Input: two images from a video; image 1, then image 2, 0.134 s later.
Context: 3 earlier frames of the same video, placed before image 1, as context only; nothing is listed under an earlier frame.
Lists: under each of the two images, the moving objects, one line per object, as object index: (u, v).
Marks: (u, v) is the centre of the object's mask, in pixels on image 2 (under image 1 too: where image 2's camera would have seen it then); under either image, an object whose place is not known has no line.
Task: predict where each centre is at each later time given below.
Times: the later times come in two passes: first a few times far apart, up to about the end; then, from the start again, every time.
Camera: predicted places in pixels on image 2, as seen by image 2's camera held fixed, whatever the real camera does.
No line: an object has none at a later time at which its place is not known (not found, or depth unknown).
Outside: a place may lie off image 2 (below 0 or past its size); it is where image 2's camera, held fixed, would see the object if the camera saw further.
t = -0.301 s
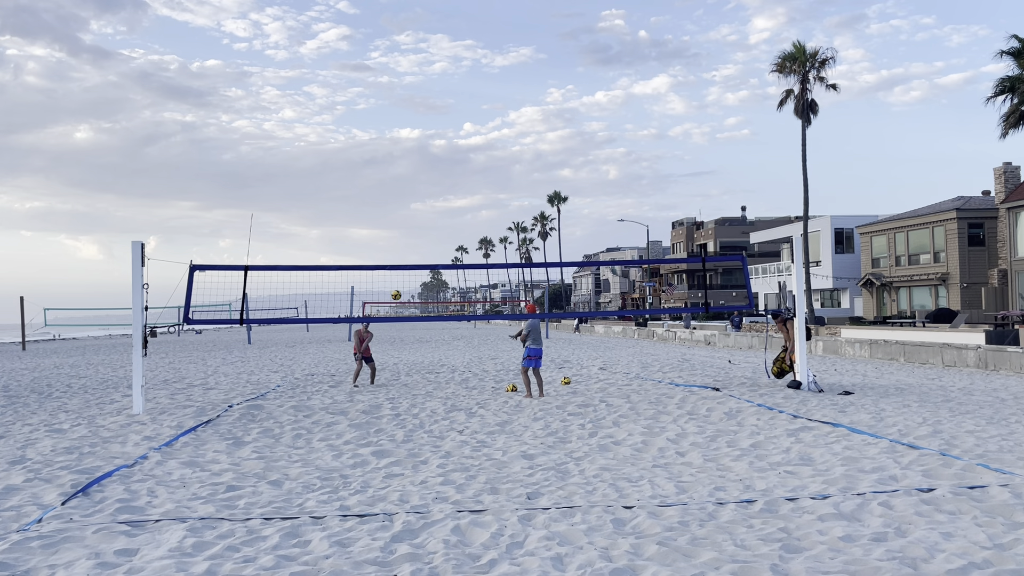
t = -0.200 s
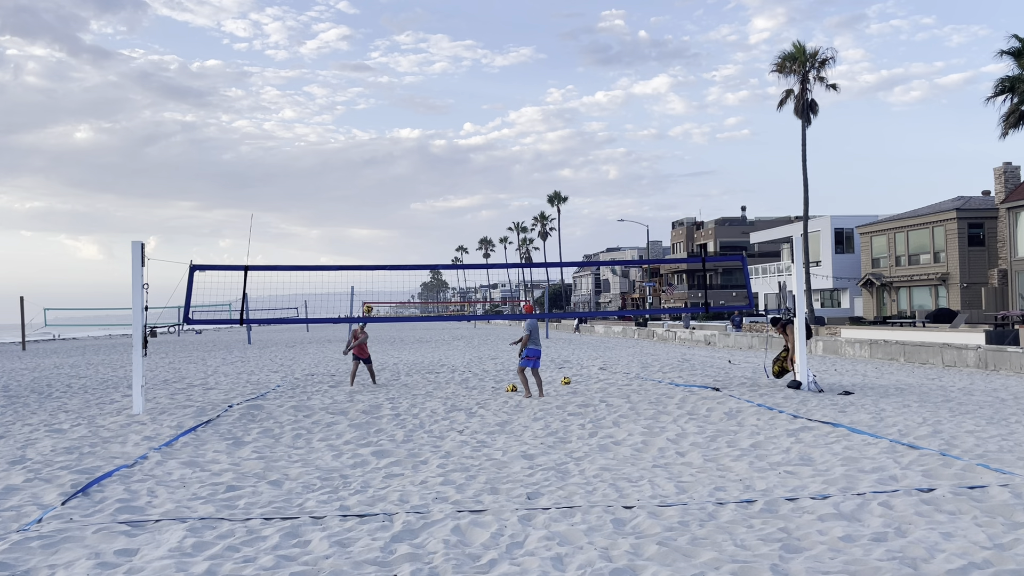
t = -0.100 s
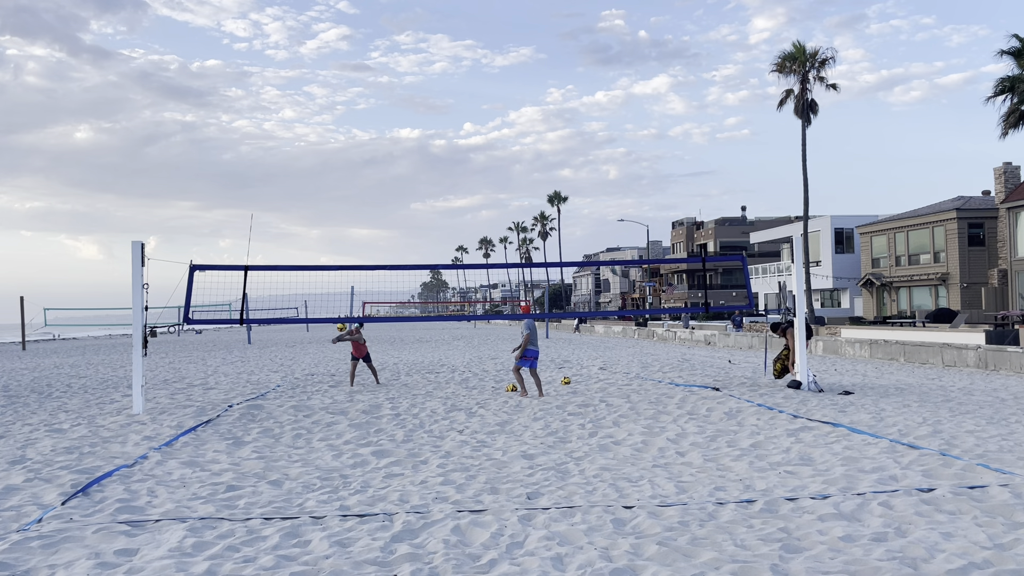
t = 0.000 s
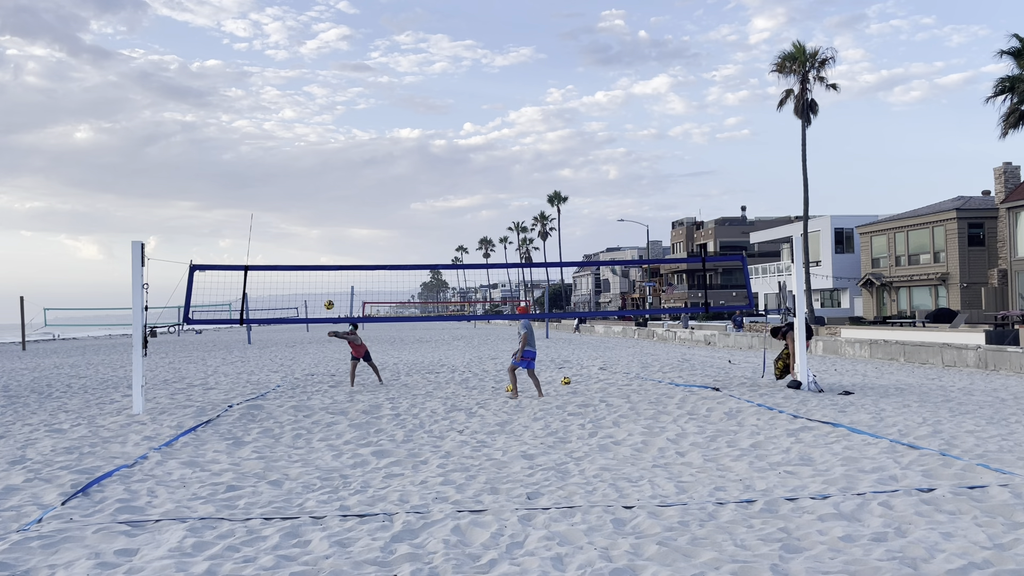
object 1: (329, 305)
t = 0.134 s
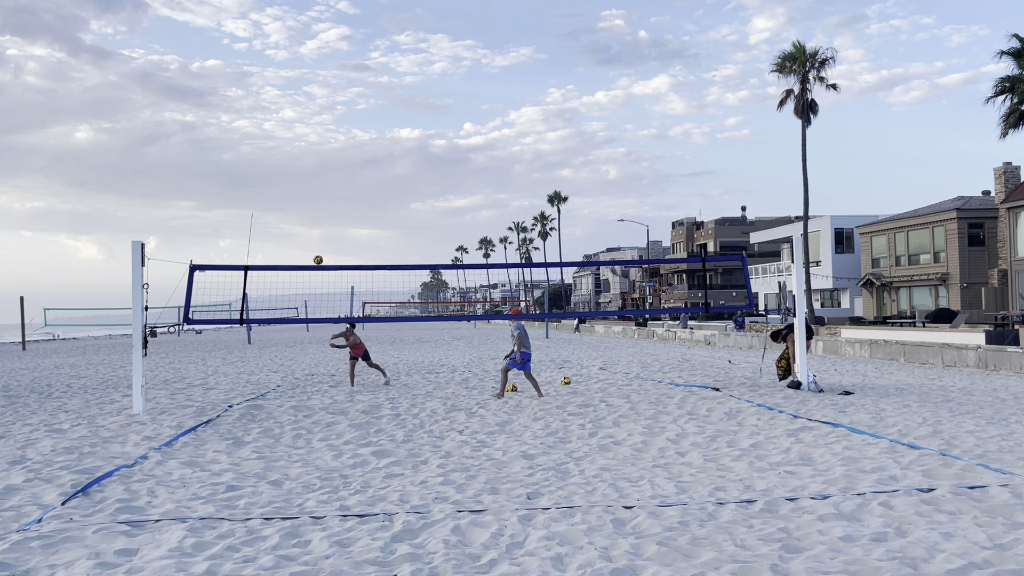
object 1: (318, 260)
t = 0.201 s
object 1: (312, 240)
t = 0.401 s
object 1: (296, 195)
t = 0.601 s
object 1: (281, 168)
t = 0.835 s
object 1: (265, 159)
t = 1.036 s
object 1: (251, 171)
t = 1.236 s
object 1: (239, 200)
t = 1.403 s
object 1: (230, 237)
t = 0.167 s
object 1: (315, 250)
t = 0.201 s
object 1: (312, 240)
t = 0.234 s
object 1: (310, 231)
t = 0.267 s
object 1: (307, 223)
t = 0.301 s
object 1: (304, 215)
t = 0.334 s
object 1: (302, 208)
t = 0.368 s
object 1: (299, 201)
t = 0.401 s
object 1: (296, 195)
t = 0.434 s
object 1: (294, 189)
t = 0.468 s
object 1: (291, 184)
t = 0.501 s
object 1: (289, 179)
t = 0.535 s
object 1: (286, 175)
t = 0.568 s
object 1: (283, 171)
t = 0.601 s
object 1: (281, 168)
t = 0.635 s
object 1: (279, 165)
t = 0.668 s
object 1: (276, 163)
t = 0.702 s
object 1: (274, 161)
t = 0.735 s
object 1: (272, 160)
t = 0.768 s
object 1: (269, 159)
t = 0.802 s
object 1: (267, 159)
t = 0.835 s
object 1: (265, 159)
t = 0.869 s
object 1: (262, 160)
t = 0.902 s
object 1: (260, 161)
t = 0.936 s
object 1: (258, 163)
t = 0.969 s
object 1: (255, 165)
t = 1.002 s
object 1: (253, 168)
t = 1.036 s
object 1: (251, 171)
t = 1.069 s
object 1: (249, 175)
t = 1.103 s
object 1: (247, 179)
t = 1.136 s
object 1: (245, 183)
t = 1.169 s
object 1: (243, 188)
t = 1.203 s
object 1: (241, 194)
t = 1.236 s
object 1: (239, 200)
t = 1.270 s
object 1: (237, 206)
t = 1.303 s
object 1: (235, 213)
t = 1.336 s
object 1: (234, 221)
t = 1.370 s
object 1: (232, 228)
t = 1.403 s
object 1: (230, 237)
